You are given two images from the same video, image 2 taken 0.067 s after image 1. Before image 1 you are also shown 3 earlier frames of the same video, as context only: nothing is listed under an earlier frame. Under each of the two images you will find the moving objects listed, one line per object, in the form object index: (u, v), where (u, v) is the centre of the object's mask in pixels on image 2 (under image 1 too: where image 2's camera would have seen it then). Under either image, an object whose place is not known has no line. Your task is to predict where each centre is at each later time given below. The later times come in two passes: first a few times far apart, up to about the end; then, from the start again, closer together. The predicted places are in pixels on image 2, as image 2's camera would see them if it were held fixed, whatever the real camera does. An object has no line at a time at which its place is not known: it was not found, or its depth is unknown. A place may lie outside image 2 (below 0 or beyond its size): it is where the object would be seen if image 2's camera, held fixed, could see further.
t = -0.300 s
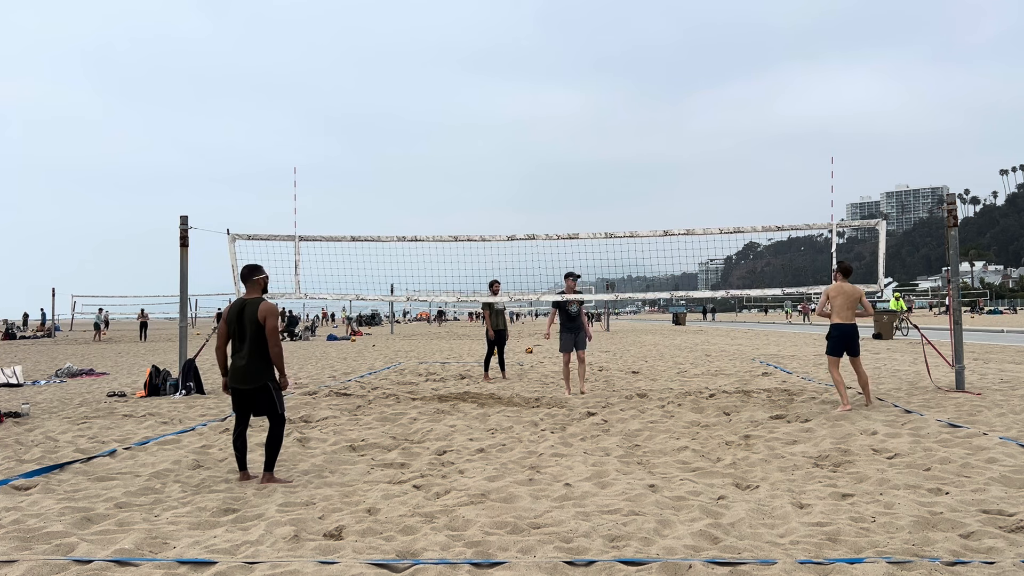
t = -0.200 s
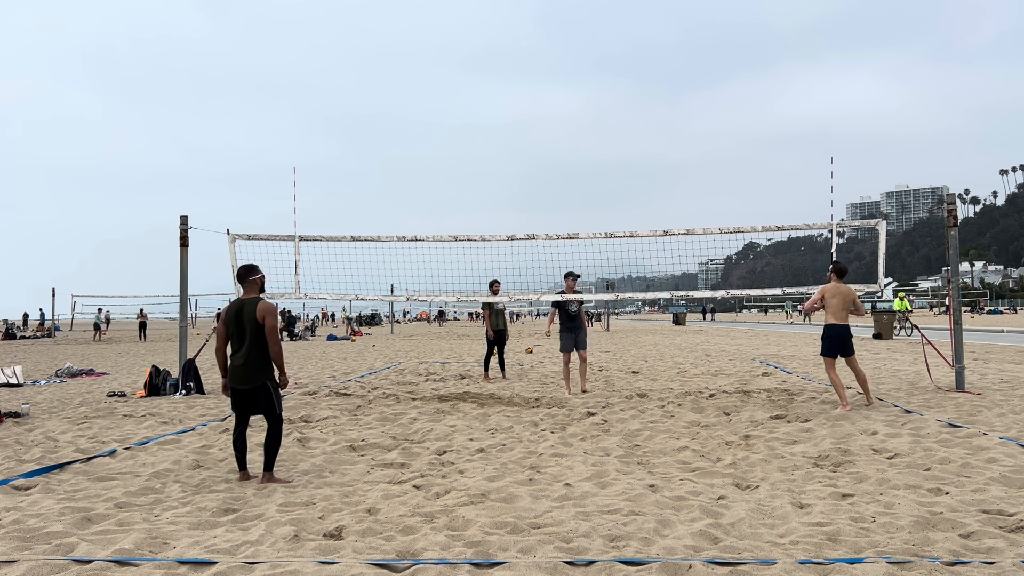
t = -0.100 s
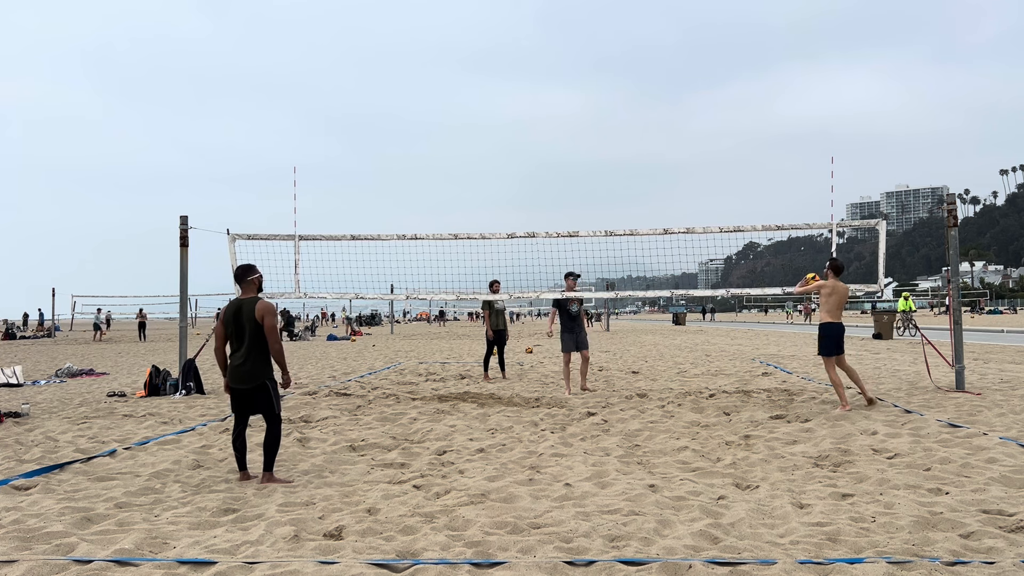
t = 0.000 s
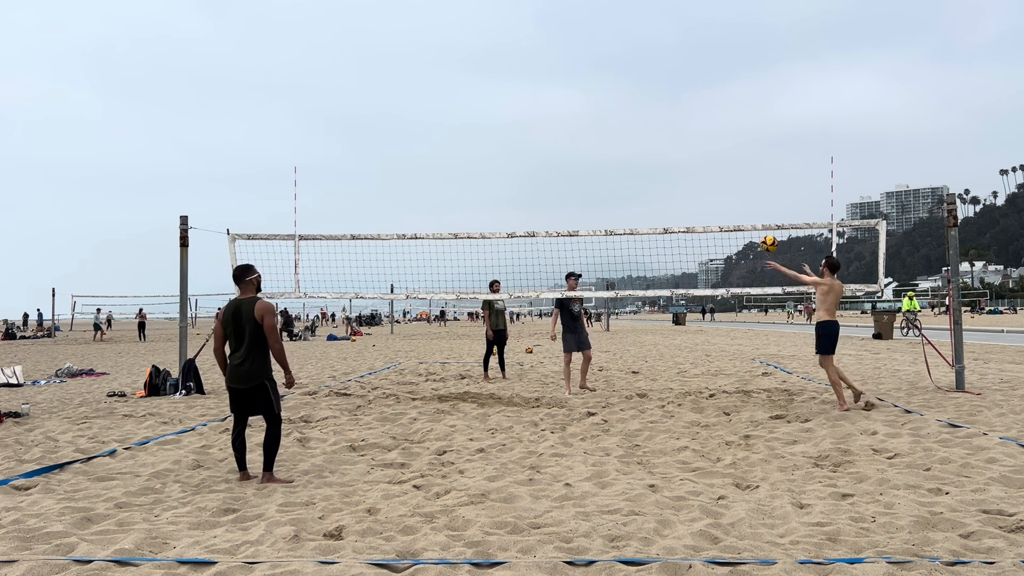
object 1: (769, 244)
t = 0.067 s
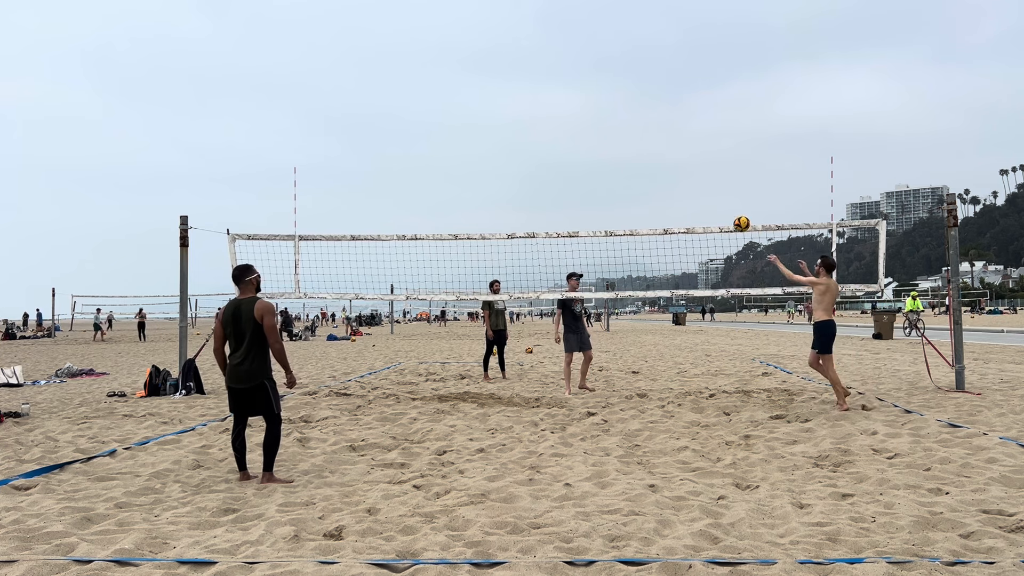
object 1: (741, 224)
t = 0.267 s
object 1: (670, 192)
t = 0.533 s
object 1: (595, 196)
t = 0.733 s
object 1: (551, 224)
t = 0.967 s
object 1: (507, 277)
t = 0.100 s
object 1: (729, 216)
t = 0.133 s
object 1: (716, 209)
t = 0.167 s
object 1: (704, 203)
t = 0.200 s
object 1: (692, 199)
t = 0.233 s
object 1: (681, 195)
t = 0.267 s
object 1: (670, 192)
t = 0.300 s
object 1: (659, 190)
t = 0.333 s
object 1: (649, 189)
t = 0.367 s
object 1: (639, 188)
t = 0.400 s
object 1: (630, 188)
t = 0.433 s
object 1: (620, 189)
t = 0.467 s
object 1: (612, 191)
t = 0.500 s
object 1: (603, 193)
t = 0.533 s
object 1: (595, 196)
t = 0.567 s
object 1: (587, 199)
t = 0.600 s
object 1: (579, 203)
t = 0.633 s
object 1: (572, 208)
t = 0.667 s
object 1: (564, 213)
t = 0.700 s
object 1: (557, 218)
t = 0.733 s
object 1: (551, 224)
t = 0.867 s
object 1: (525, 252)
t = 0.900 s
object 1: (519, 260)
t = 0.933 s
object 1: (513, 268)
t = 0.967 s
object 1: (507, 277)
